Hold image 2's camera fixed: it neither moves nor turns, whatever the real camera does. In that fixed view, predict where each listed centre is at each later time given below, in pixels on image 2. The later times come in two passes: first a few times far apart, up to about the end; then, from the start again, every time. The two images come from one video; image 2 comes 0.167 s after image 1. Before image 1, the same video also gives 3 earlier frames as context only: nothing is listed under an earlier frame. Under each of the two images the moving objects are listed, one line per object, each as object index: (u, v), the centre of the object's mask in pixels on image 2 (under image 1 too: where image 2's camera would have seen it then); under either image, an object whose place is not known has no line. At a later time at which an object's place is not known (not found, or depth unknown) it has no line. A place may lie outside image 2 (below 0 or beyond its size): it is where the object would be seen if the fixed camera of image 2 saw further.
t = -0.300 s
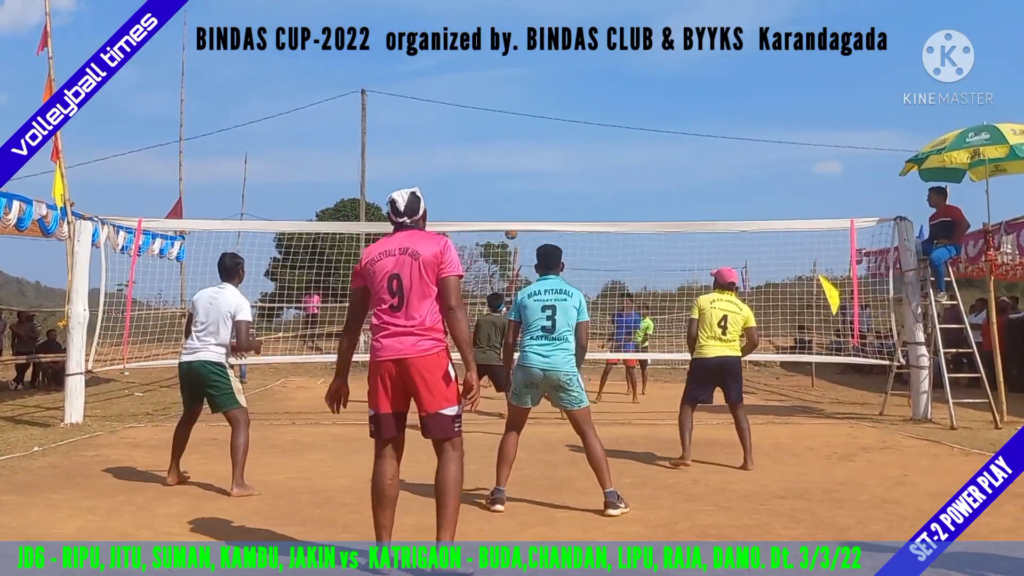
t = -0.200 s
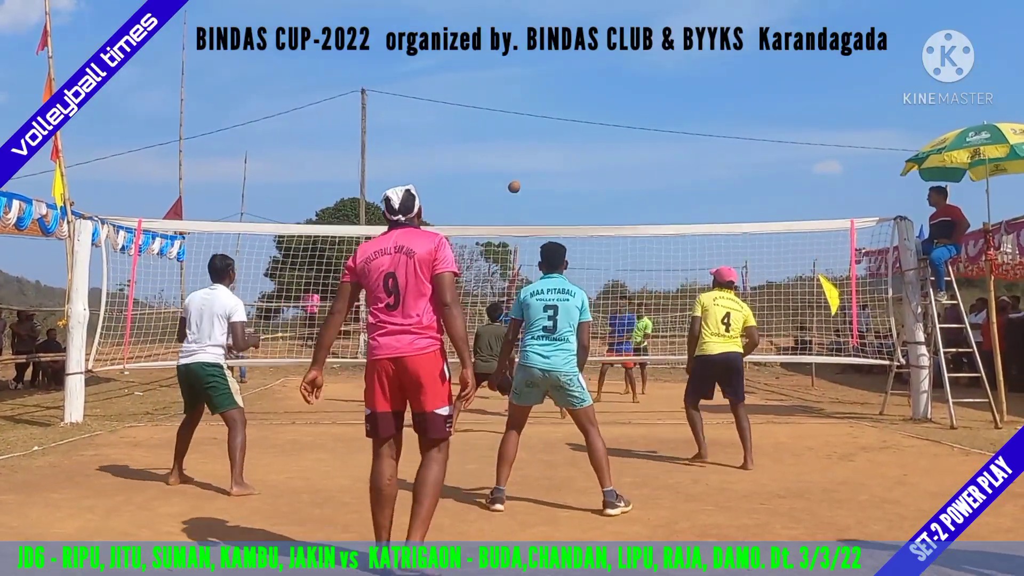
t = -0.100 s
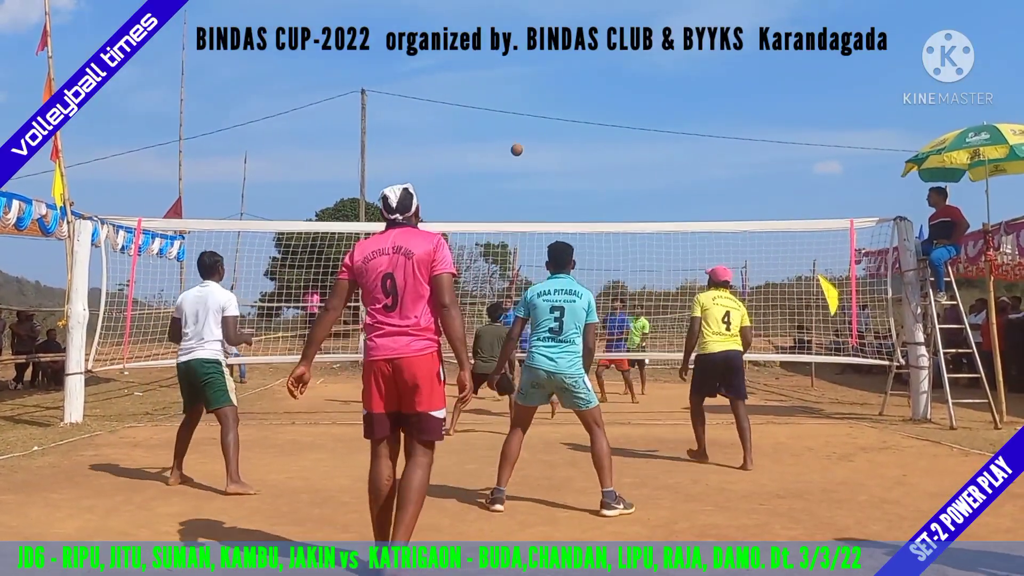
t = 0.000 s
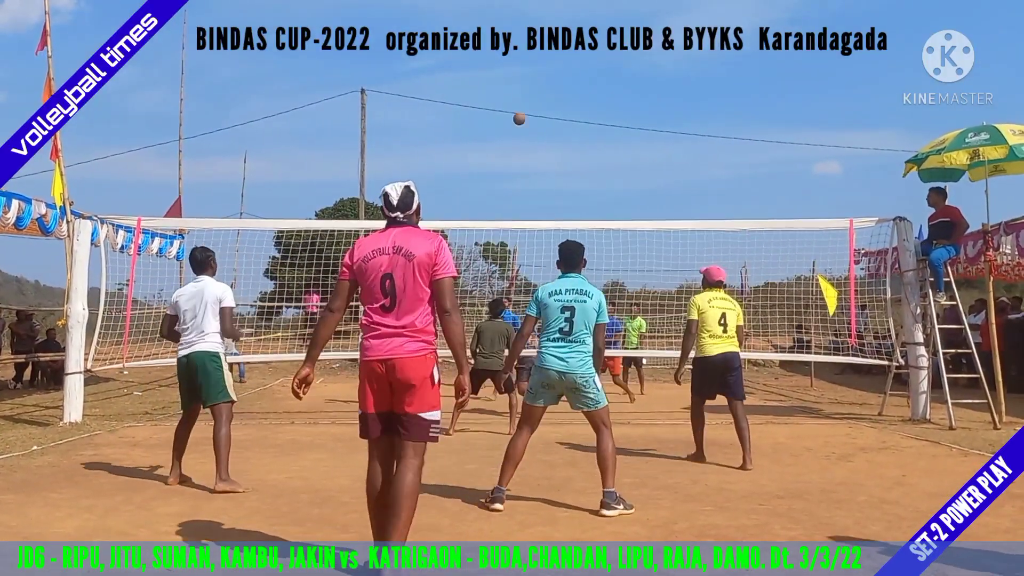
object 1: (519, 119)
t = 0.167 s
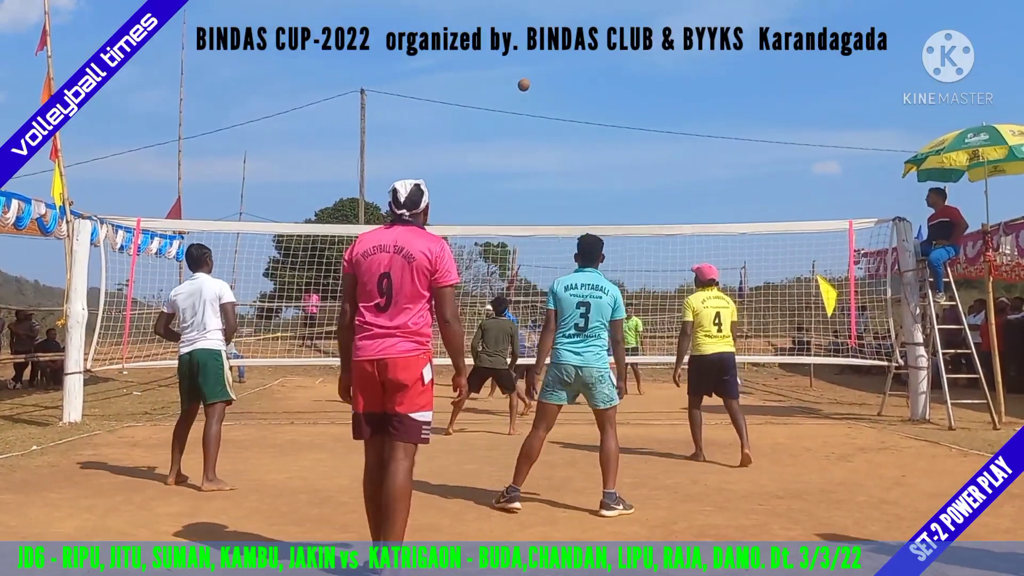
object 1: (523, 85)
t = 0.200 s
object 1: (524, 80)
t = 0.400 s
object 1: (530, 70)
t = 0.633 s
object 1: (535, 95)
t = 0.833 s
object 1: (540, 147)
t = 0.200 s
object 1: (524, 80)
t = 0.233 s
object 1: (525, 77)
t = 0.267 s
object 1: (526, 74)
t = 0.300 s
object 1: (527, 71)
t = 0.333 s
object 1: (528, 70)
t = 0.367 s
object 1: (529, 70)
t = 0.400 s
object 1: (530, 70)
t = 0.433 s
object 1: (531, 72)
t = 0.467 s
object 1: (531, 73)
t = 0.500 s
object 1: (532, 76)
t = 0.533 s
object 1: (533, 79)
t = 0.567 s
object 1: (534, 84)
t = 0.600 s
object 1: (535, 89)
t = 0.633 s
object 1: (535, 95)
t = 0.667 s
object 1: (536, 102)
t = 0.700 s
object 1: (537, 109)
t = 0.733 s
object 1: (537, 117)
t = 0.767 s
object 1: (538, 127)
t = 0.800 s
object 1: (539, 136)
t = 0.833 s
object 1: (540, 147)
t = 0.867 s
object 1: (540, 158)
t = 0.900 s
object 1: (541, 170)
